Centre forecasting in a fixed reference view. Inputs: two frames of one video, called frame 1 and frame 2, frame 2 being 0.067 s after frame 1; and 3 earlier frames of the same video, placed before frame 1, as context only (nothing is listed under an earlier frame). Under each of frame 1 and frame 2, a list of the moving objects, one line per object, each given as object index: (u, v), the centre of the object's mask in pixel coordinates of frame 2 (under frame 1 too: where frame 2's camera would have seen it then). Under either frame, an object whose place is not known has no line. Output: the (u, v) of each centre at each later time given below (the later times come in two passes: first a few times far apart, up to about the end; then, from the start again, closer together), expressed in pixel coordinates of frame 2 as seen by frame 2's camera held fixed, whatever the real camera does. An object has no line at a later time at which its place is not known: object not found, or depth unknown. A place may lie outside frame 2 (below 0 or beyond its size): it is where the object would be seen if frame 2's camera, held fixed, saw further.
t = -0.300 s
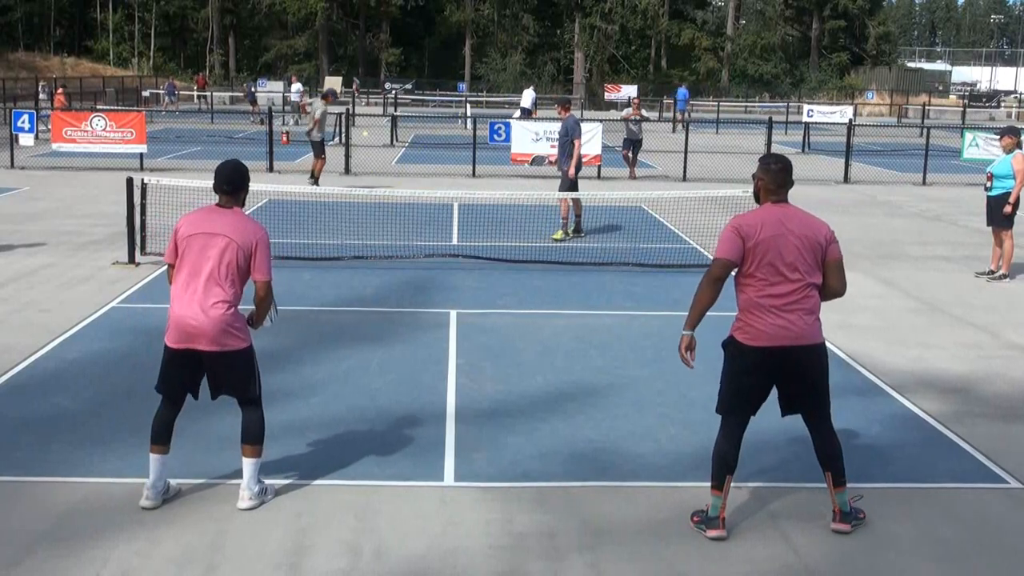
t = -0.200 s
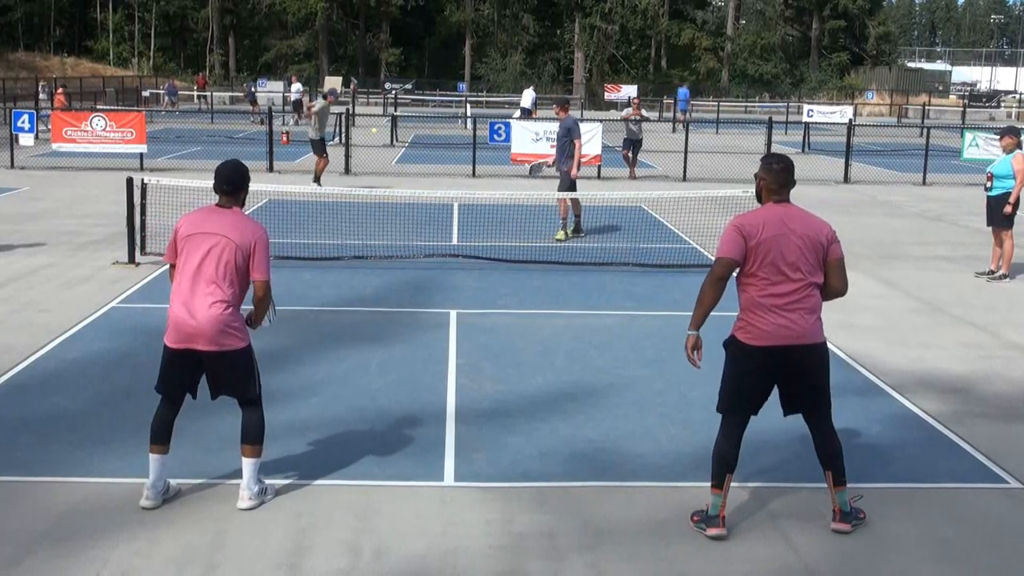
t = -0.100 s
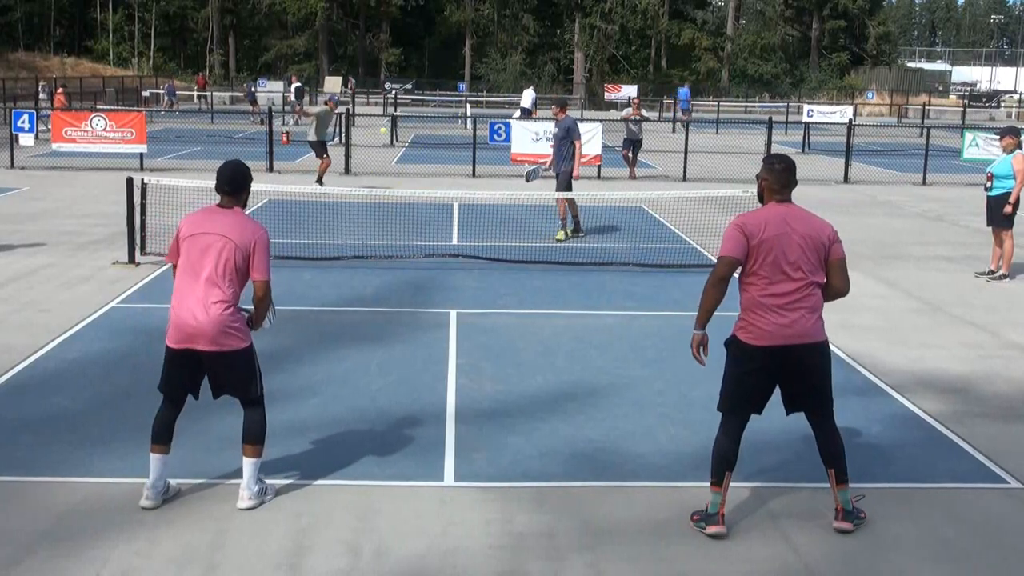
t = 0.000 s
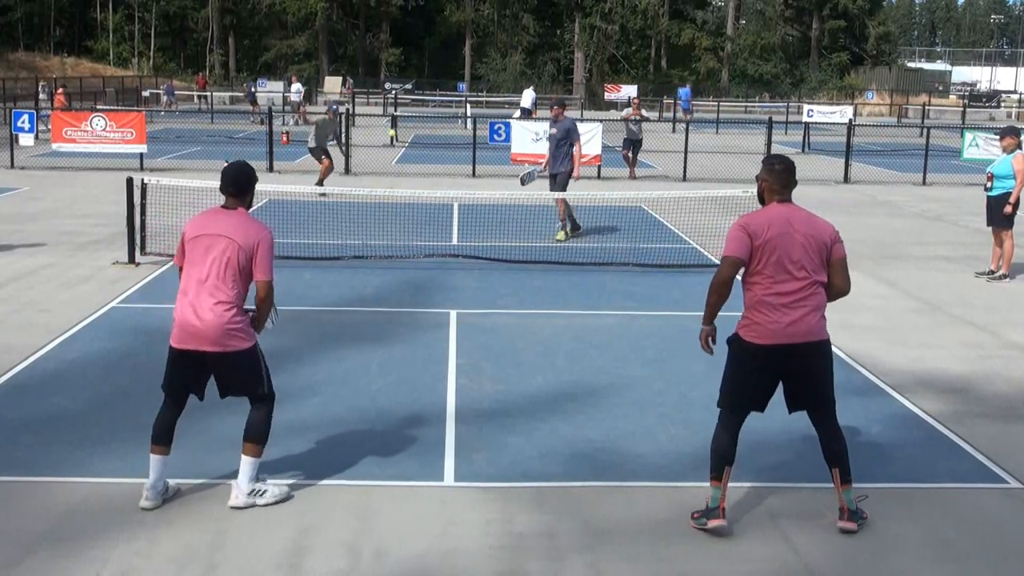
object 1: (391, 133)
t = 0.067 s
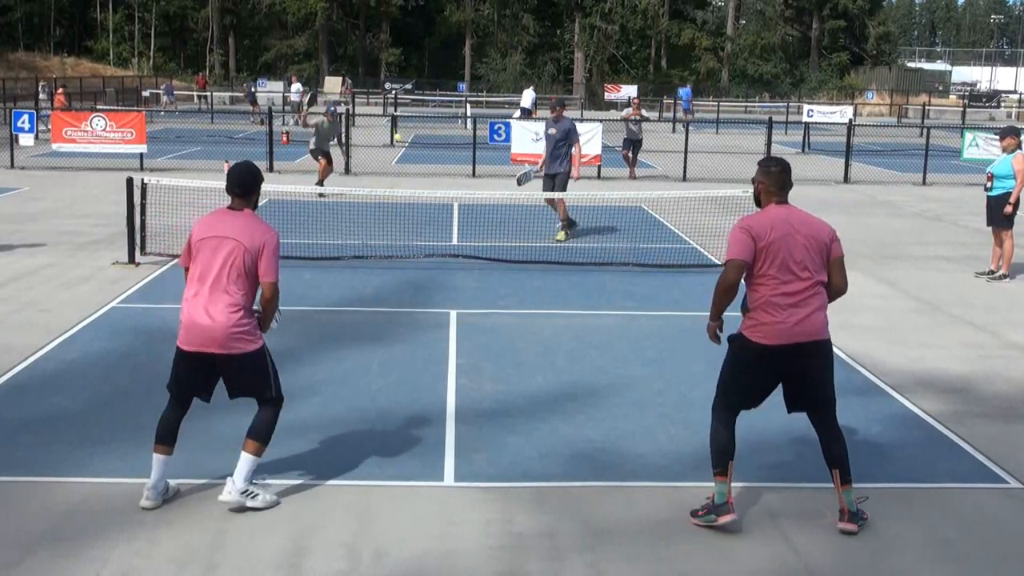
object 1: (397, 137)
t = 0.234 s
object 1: (410, 158)
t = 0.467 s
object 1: (428, 226)
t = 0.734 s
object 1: (455, 375)
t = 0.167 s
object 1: (405, 147)
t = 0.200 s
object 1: (407, 153)
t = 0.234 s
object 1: (410, 158)
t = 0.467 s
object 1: (428, 226)
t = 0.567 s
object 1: (437, 274)
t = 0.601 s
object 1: (440, 294)
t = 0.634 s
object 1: (443, 316)
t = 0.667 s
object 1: (446, 339)
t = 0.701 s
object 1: (451, 364)
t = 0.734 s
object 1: (455, 375)
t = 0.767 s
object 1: (458, 367)
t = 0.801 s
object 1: (461, 362)
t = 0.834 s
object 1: (464, 358)
